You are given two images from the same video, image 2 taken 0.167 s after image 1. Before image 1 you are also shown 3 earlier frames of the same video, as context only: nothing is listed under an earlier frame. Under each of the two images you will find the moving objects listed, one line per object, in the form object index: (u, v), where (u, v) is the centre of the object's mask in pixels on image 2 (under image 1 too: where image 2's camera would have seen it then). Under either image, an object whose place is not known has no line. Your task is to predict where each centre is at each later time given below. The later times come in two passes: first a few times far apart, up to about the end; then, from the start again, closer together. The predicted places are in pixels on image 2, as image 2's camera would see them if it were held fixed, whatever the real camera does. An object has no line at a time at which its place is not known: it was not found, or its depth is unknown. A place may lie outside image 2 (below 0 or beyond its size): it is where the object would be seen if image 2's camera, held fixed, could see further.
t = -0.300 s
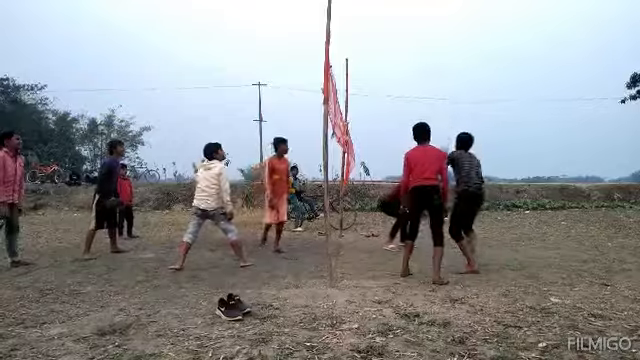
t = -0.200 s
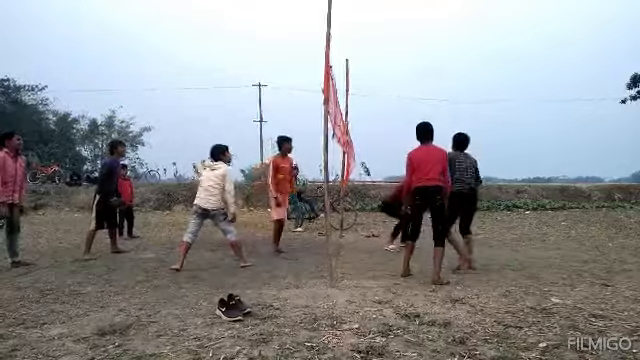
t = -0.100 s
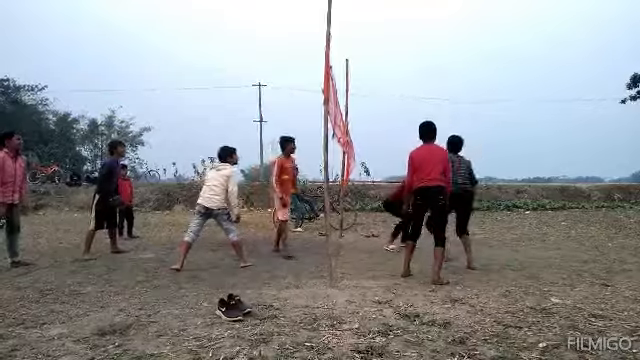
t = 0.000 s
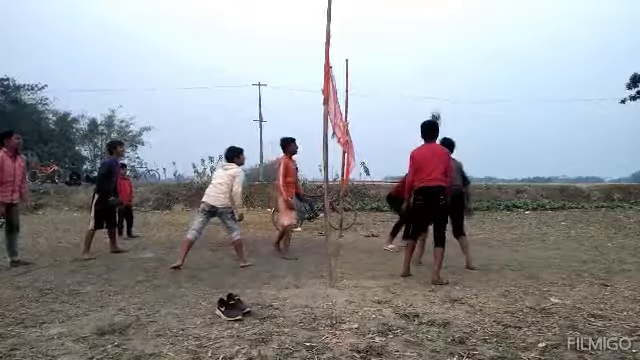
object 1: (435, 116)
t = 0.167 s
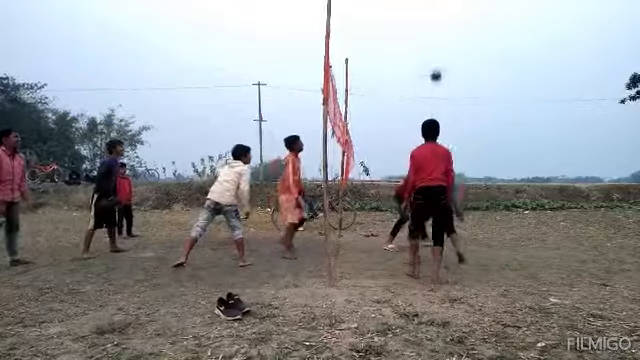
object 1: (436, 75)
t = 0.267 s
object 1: (436, 62)
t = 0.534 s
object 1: (437, 56)
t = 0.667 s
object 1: (438, 69)
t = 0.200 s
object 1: (436, 70)
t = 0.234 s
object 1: (436, 65)
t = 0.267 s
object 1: (436, 62)
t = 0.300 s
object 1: (436, 58)
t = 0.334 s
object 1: (436, 56)
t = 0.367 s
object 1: (436, 54)
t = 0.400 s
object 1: (436, 54)
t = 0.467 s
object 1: (436, 53)
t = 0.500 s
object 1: (436, 54)
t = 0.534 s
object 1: (437, 56)
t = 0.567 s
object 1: (437, 59)
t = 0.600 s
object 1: (437, 62)
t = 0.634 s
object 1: (437, 65)
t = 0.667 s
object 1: (438, 69)
